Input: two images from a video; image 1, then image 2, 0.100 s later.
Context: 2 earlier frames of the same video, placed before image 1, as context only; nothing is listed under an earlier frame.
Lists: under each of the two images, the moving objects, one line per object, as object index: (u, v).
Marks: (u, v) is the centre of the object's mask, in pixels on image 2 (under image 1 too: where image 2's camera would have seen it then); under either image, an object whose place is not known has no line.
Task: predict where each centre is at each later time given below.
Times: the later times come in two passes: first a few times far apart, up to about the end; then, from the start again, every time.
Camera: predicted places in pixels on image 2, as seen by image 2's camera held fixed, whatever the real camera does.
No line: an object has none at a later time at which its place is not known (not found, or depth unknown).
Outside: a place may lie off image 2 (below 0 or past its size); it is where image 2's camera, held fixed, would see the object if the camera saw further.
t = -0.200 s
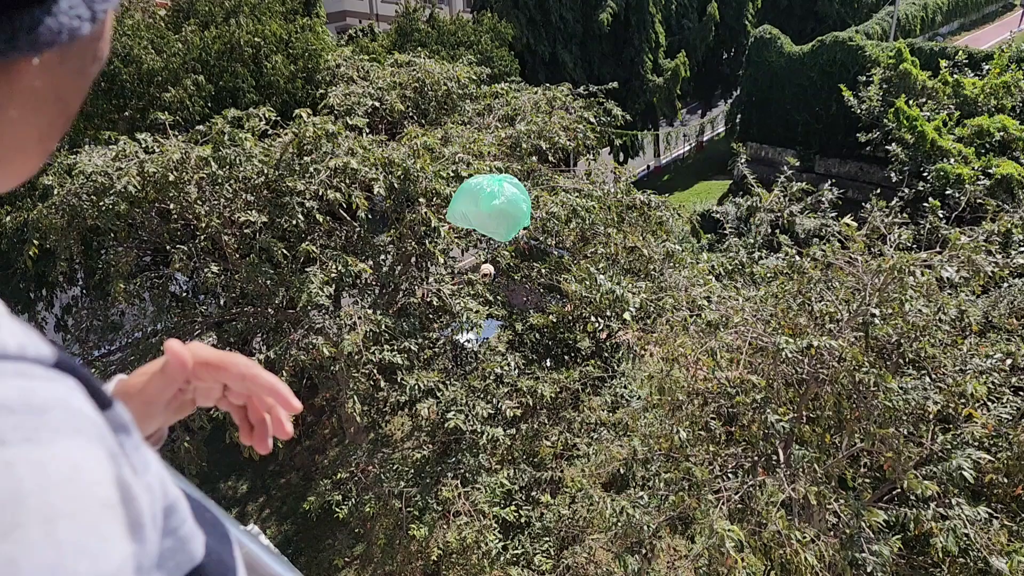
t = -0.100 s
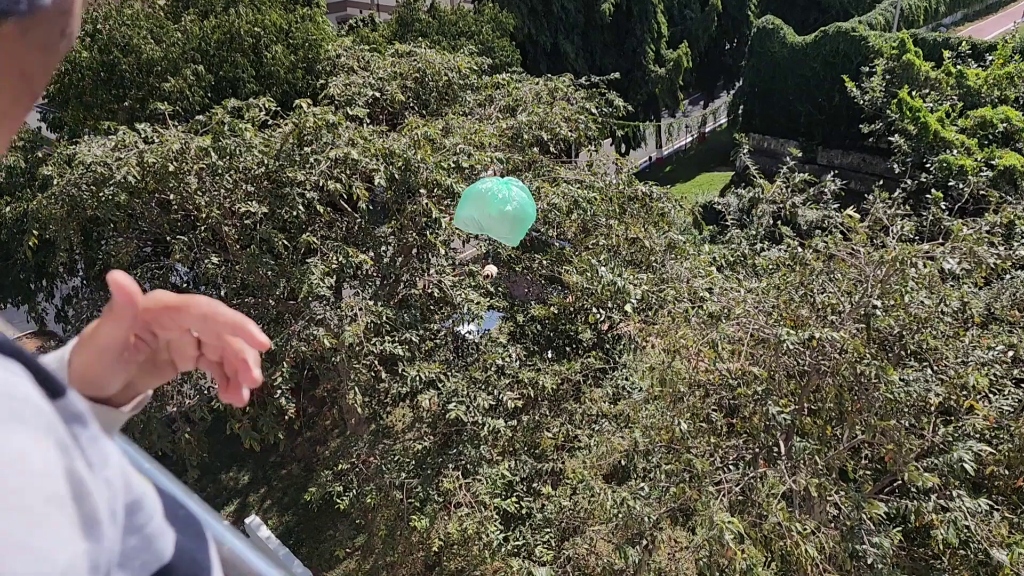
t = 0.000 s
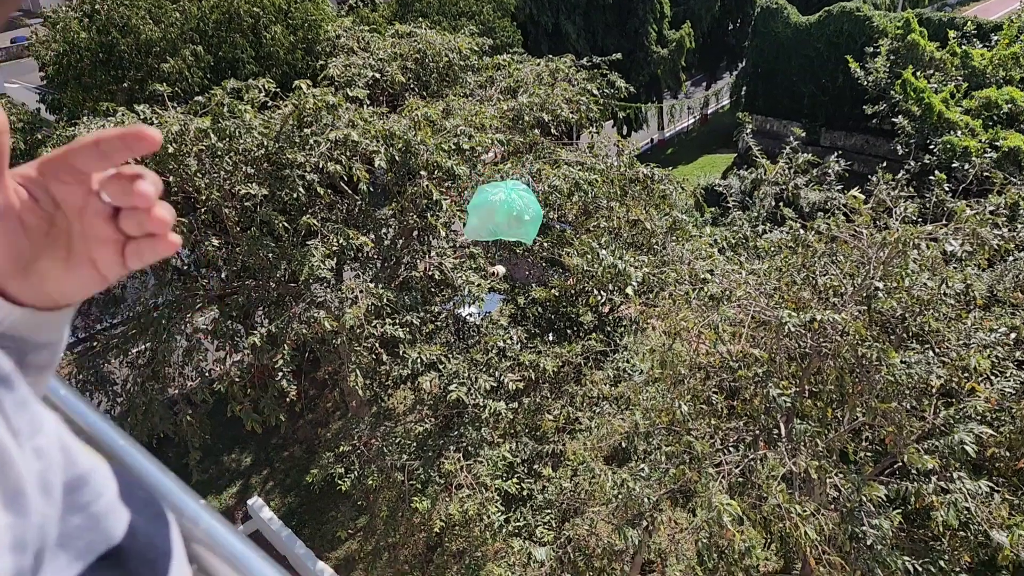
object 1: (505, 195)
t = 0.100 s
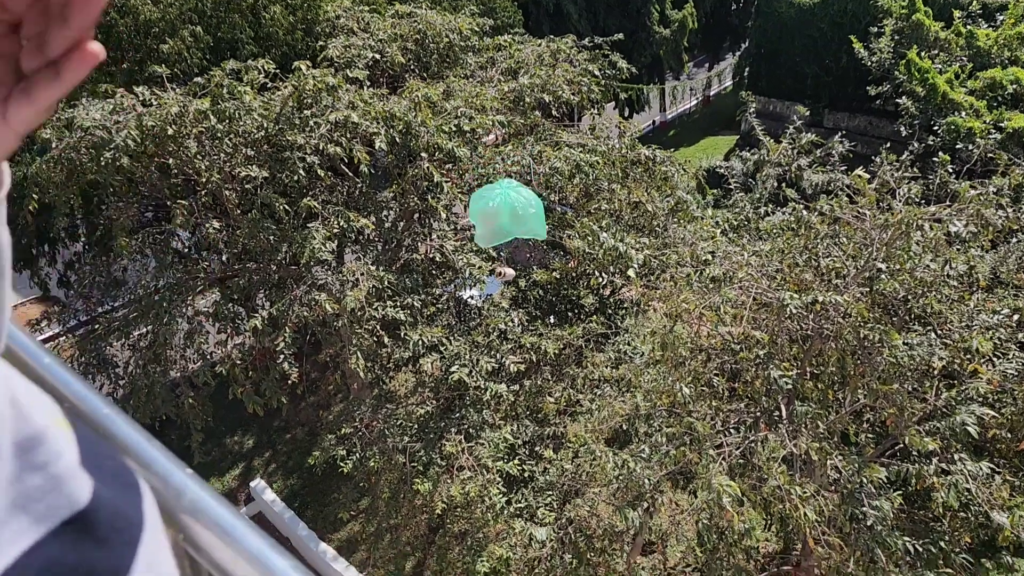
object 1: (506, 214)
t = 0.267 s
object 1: (505, 248)
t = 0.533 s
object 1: (499, 308)
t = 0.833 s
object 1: (509, 411)
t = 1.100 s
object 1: (543, 478)
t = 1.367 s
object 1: (608, 535)
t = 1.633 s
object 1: (652, 577)
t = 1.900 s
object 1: (705, 603)
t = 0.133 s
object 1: (506, 220)
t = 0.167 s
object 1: (506, 226)
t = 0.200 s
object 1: (506, 233)
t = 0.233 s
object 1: (506, 241)
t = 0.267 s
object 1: (505, 248)
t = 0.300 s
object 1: (504, 254)
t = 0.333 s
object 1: (503, 259)
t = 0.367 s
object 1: (502, 264)
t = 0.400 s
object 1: (501, 269)
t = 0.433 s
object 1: (500, 277)
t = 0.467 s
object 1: (500, 285)
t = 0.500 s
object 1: (500, 294)
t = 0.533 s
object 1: (499, 308)
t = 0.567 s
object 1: (500, 318)
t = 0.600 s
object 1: (501, 330)
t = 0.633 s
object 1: (502, 337)
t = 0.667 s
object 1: (503, 348)
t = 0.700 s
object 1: (505, 359)
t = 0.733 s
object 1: (506, 370)
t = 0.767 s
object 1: (507, 383)
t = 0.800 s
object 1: (508, 400)
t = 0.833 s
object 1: (509, 411)
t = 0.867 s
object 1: (511, 419)
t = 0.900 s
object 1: (514, 428)
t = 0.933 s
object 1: (517, 436)
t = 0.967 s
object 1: (521, 444)
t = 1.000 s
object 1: (525, 453)
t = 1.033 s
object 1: (527, 457)
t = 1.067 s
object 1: (537, 470)
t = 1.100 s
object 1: (543, 478)
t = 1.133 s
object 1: (550, 486)
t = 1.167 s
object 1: (556, 493)
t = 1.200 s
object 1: (563, 503)
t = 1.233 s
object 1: (569, 511)
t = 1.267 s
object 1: (582, 514)
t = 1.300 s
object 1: (591, 521)
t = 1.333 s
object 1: (599, 527)
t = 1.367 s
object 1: (608, 535)
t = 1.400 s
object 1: (616, 541)
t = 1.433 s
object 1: (623, 548)
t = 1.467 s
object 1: (629, 555)
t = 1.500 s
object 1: (636, 565)
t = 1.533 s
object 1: (638, 568)
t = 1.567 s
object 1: (643, 572)
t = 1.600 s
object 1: (647, 575)
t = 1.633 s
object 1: (652, 577)
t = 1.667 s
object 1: (660, 580)
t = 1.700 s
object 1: (665, 582)
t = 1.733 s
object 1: (671, 585)
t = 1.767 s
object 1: (677, 588)
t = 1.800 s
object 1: (685, 591)
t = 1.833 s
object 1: (692, 596)
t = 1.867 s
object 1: (696, 598)
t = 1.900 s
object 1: (705, 603)
